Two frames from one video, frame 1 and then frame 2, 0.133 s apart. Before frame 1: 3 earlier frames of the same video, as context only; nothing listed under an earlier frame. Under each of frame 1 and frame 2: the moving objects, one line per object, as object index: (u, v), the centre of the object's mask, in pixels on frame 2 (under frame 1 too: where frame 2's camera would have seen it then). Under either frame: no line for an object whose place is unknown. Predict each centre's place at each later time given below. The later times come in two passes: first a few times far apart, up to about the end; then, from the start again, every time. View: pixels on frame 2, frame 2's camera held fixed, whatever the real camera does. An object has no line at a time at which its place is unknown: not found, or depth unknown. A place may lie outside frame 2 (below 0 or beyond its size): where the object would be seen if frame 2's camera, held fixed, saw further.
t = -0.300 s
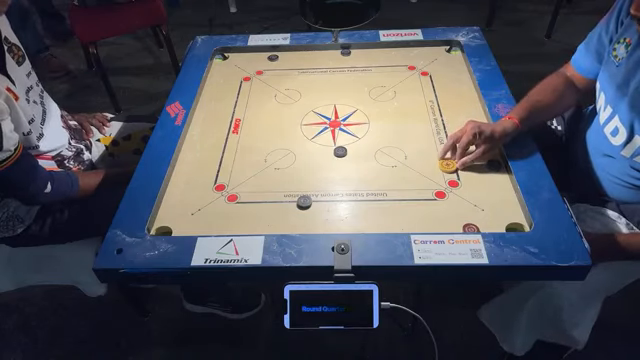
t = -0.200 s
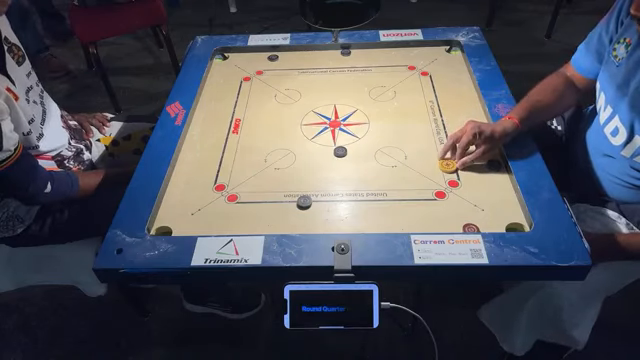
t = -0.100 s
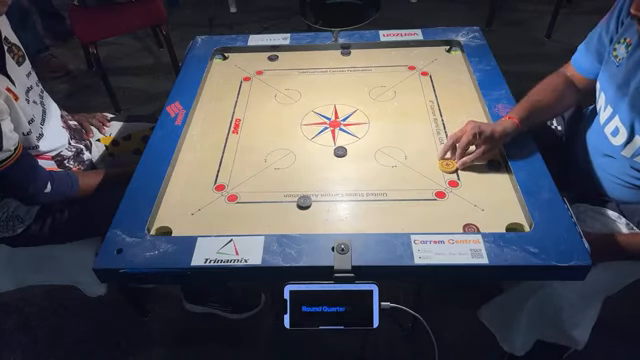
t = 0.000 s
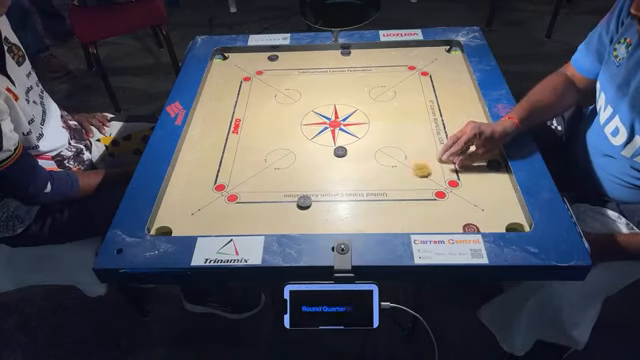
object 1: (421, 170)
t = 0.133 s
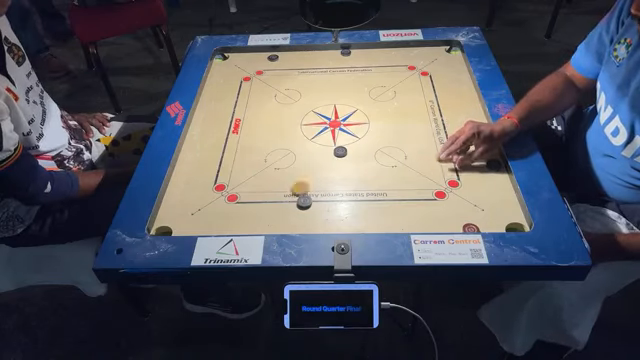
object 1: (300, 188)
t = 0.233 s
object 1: (211, 202)
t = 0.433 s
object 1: (263, 216)
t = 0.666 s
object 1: (395, 225)
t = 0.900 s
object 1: (471, 227)
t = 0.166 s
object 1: (271, 192)
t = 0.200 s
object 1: (240, 197)
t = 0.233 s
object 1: (211, 202)
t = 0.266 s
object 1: (183, 206)
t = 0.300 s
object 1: (176, 209)
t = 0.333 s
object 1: (198, 211)
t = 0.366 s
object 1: (220, 213)
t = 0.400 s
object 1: (242, 214)
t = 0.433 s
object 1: (263, 216)
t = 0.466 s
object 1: (283, 218)
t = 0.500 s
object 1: (303, 219)
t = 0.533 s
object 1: (323, 220)
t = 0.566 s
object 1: (342, 221)
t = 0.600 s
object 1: (360, 222)
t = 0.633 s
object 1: (378, 224)
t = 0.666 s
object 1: (395, 225)
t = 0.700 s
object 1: (412, 225)
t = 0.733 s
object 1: (428, 226)
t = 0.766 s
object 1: (444, 226)
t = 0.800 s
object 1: (455, 227)
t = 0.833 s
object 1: (462, 227)
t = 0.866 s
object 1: (466, 227)
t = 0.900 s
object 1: (471, 227)
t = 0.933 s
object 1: (475, 227)
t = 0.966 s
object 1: (479, 227)
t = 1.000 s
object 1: (482, 227)
